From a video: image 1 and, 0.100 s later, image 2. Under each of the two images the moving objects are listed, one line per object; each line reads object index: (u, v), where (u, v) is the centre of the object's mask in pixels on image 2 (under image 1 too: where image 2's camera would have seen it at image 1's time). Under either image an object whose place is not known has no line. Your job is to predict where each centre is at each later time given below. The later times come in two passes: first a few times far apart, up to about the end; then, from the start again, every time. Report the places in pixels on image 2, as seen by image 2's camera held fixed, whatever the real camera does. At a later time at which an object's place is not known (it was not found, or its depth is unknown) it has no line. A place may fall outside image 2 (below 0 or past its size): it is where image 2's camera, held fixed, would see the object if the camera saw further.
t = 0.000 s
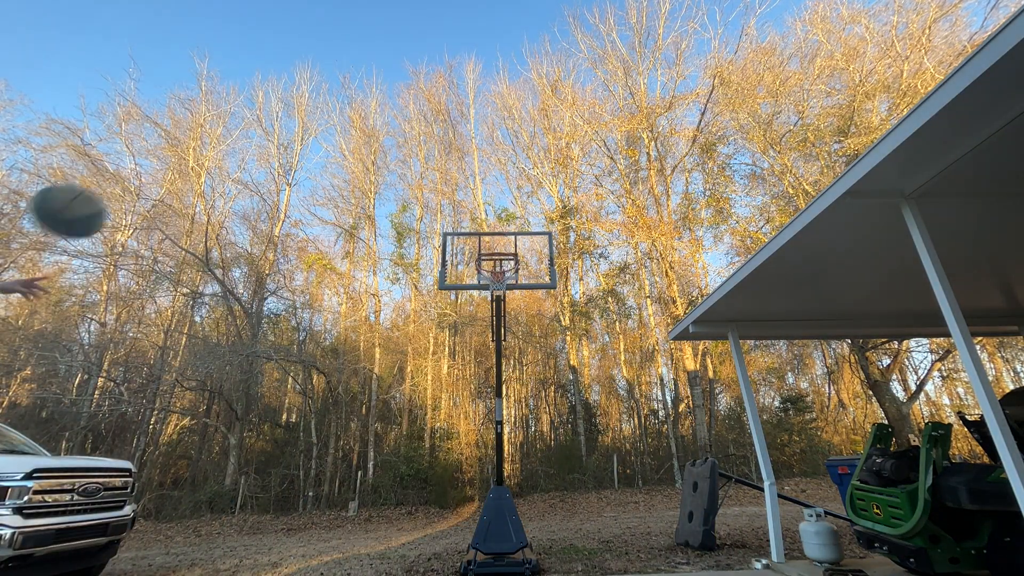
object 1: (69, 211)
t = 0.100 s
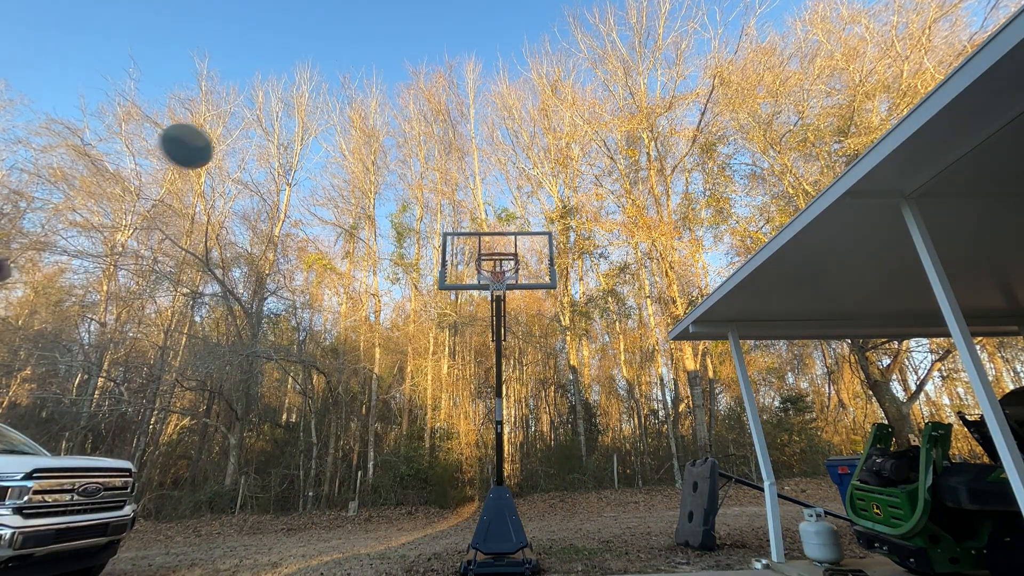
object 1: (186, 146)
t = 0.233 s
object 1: (282, 108)
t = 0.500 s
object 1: (389, 107)
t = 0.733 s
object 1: (447, 149)
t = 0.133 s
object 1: (215, 132)
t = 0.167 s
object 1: (240, 122)
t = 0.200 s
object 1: (262, 114)
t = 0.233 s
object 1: (282, 108)
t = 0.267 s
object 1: (300, 104)
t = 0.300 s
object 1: (316, 101)
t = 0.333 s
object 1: (330, 99)
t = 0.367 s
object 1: (344, 99)
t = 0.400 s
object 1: (356, 99)
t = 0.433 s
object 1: (368, 101)
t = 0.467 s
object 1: (379, 104)
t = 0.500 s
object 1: (389, 107)
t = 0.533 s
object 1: (399, 111)
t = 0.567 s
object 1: (408, 116)
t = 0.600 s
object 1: (416, 121)
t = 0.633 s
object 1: (425, 127)
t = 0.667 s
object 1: (432, 134)
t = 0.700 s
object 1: (440, 141)
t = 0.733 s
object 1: (447, 149)
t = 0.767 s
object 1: (454, 157)
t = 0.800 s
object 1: (461, 166)
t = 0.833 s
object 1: (467, 176)
